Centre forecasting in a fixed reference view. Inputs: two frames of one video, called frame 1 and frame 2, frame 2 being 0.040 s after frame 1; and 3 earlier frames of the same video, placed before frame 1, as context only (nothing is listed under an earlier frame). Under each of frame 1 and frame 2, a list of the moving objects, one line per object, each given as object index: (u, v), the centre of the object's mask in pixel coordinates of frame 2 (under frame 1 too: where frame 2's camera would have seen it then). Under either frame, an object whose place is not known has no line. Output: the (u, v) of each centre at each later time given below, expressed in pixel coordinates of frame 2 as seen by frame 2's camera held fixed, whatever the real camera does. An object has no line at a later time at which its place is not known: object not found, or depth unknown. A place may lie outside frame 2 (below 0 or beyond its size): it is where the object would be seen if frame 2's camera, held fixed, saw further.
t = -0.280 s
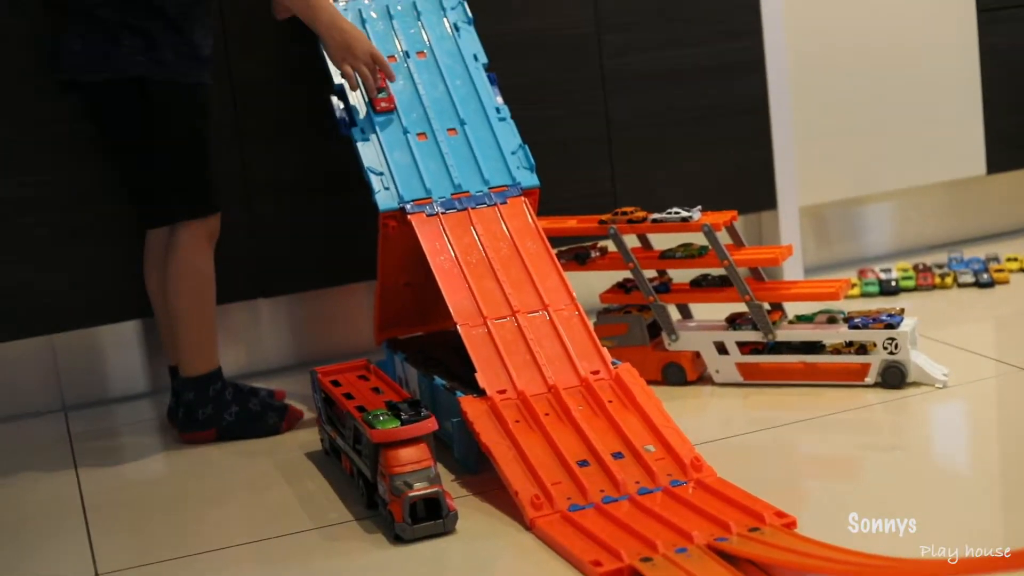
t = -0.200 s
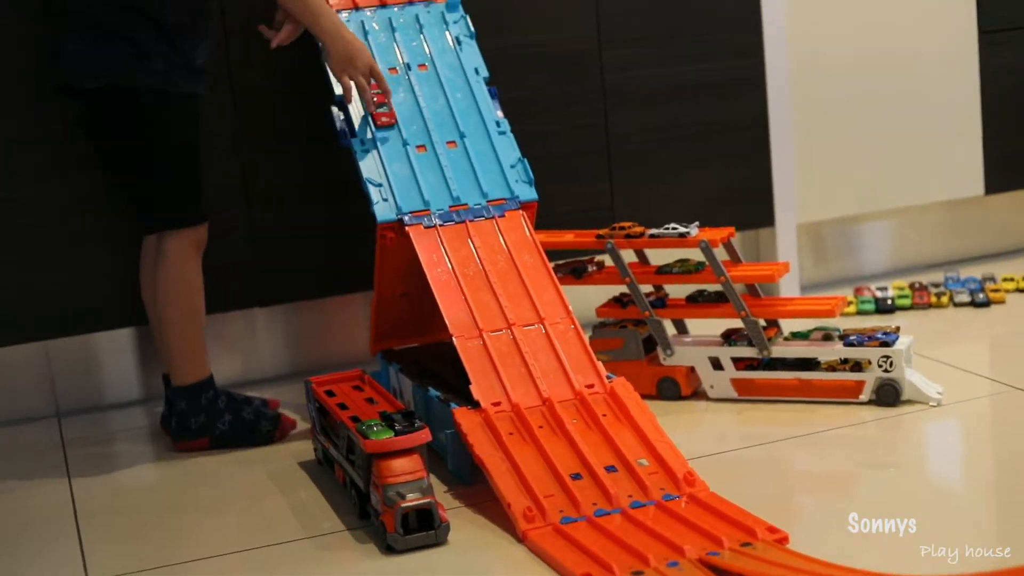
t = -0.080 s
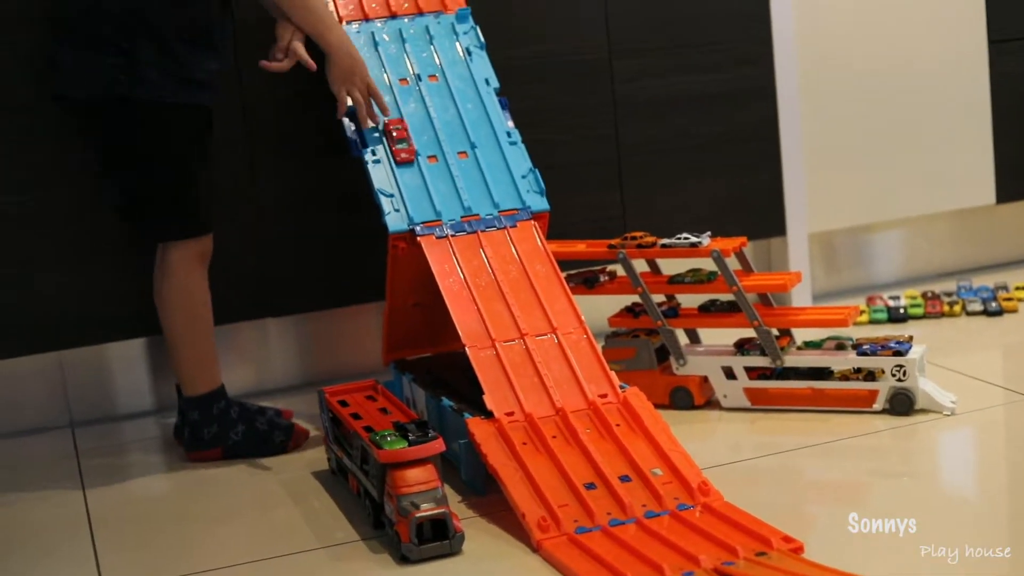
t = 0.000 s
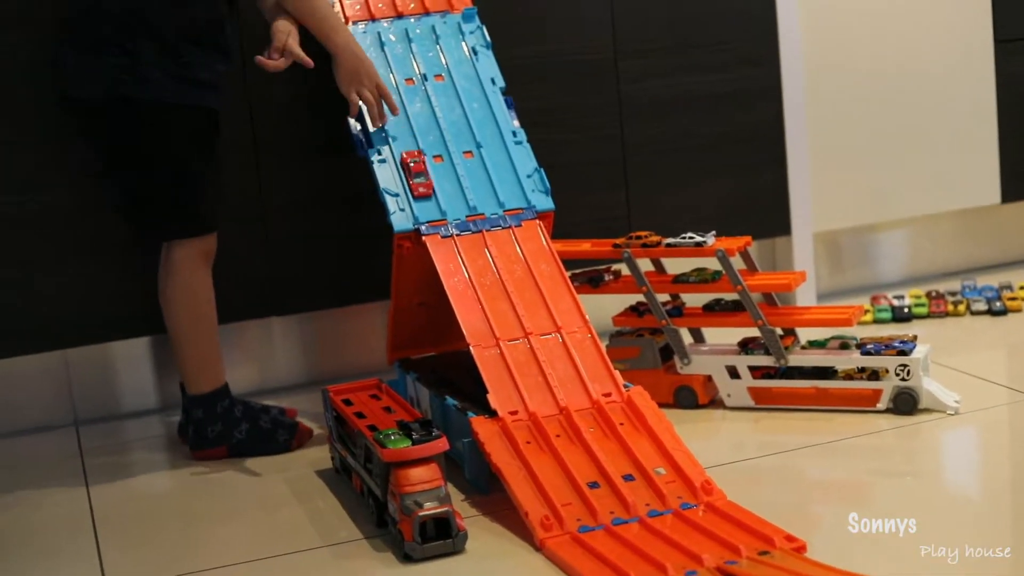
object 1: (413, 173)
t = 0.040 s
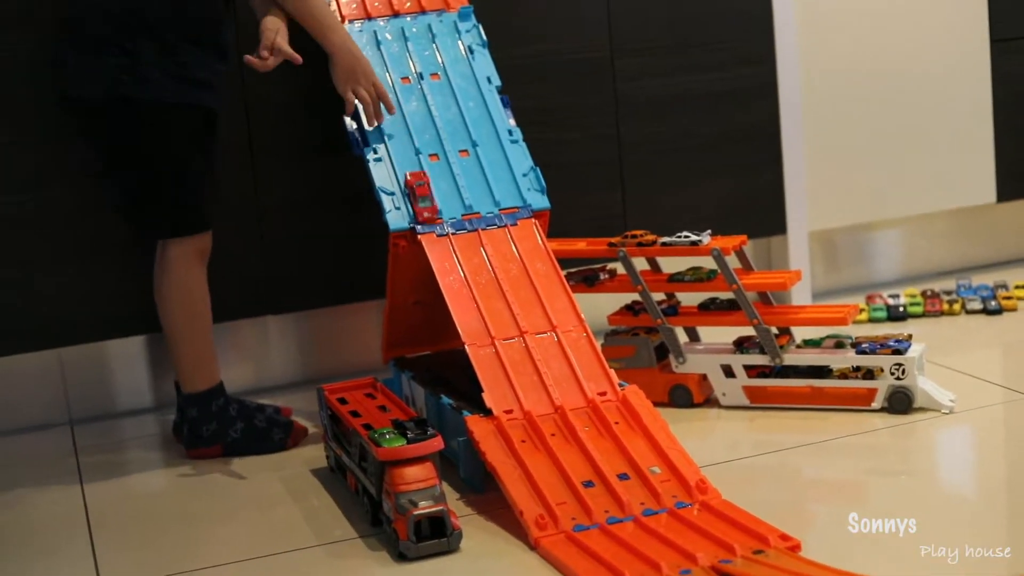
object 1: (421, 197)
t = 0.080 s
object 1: (433, 229)
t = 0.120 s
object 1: (448, 265)
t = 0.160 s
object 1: (464, 304)
